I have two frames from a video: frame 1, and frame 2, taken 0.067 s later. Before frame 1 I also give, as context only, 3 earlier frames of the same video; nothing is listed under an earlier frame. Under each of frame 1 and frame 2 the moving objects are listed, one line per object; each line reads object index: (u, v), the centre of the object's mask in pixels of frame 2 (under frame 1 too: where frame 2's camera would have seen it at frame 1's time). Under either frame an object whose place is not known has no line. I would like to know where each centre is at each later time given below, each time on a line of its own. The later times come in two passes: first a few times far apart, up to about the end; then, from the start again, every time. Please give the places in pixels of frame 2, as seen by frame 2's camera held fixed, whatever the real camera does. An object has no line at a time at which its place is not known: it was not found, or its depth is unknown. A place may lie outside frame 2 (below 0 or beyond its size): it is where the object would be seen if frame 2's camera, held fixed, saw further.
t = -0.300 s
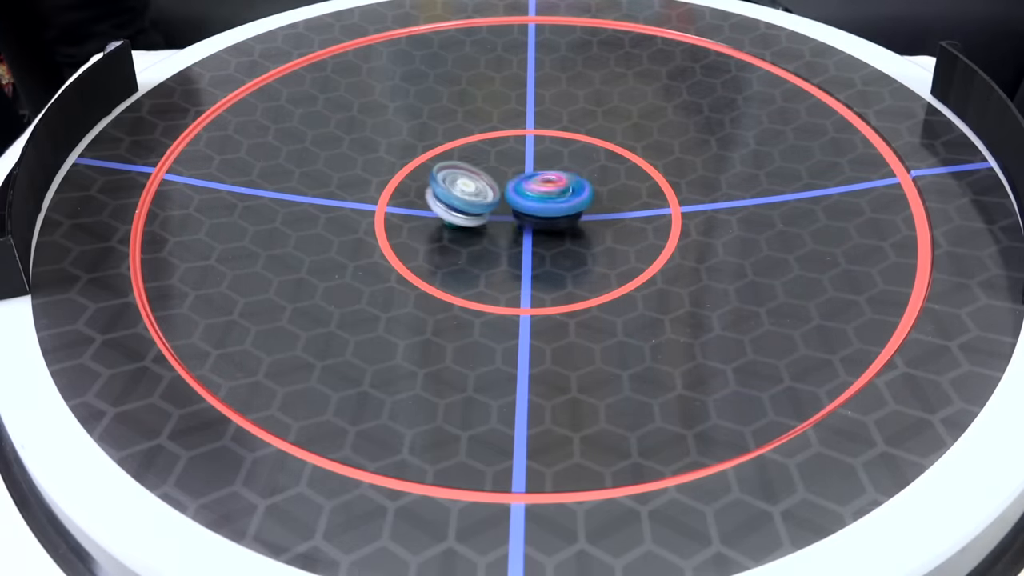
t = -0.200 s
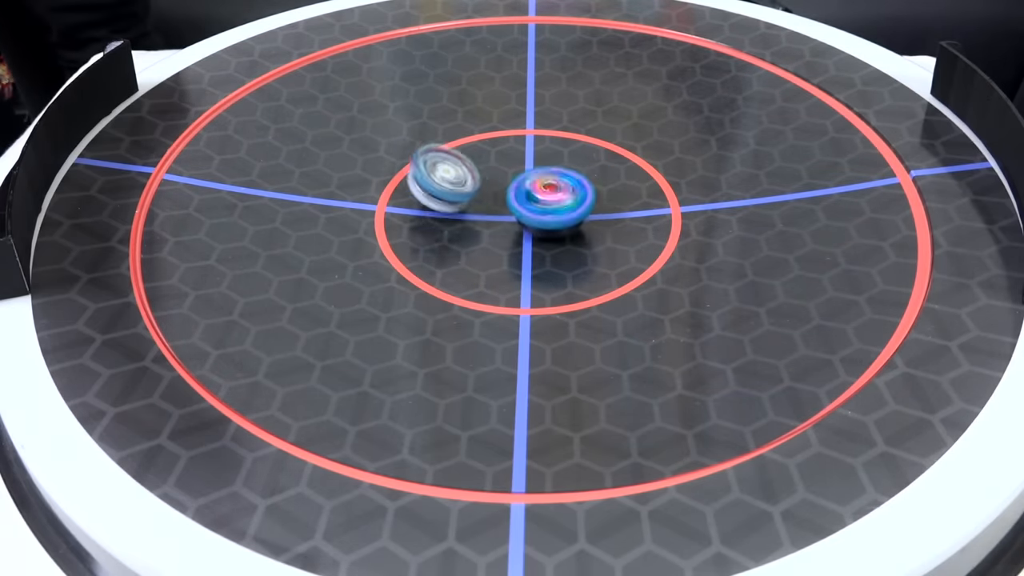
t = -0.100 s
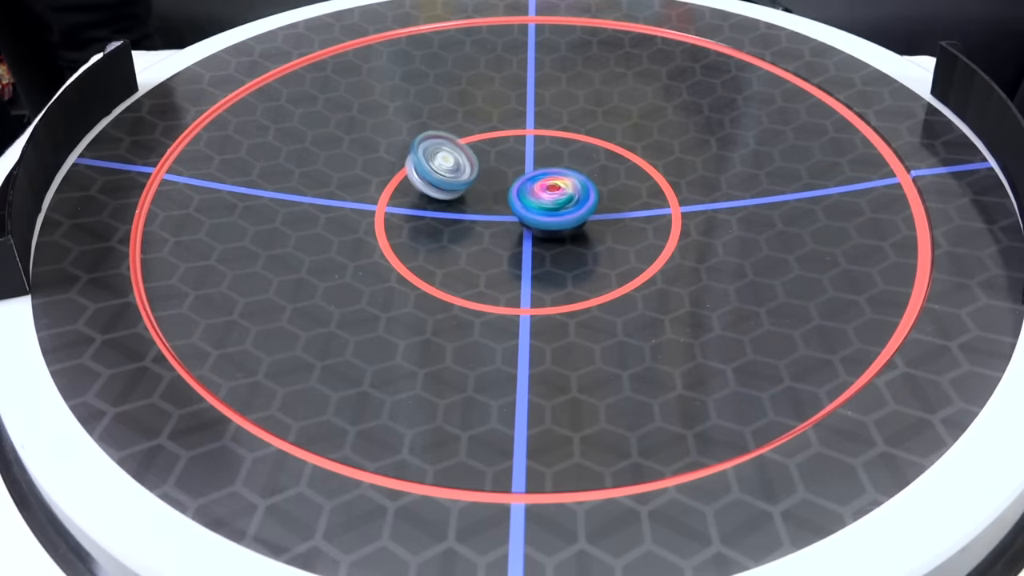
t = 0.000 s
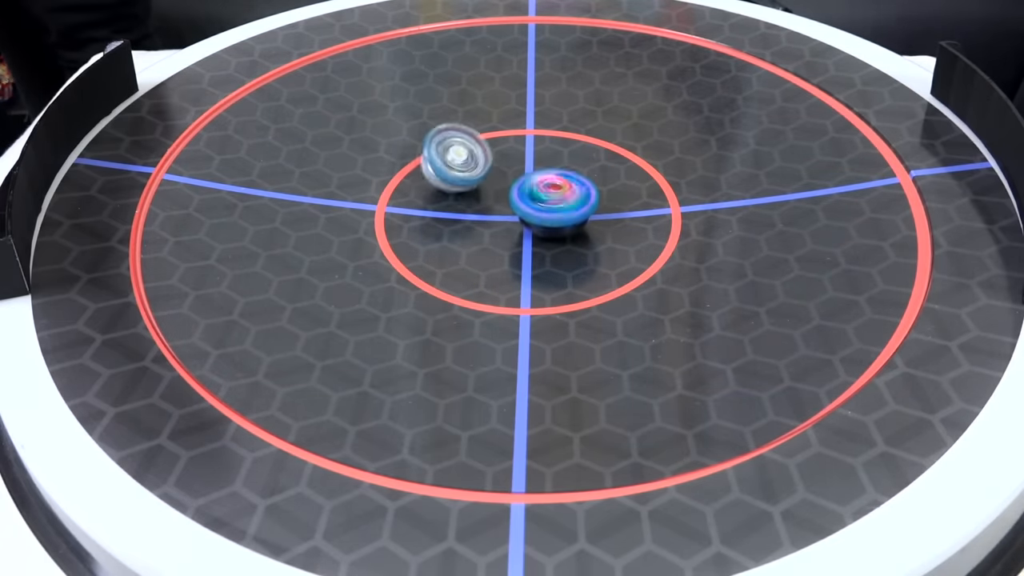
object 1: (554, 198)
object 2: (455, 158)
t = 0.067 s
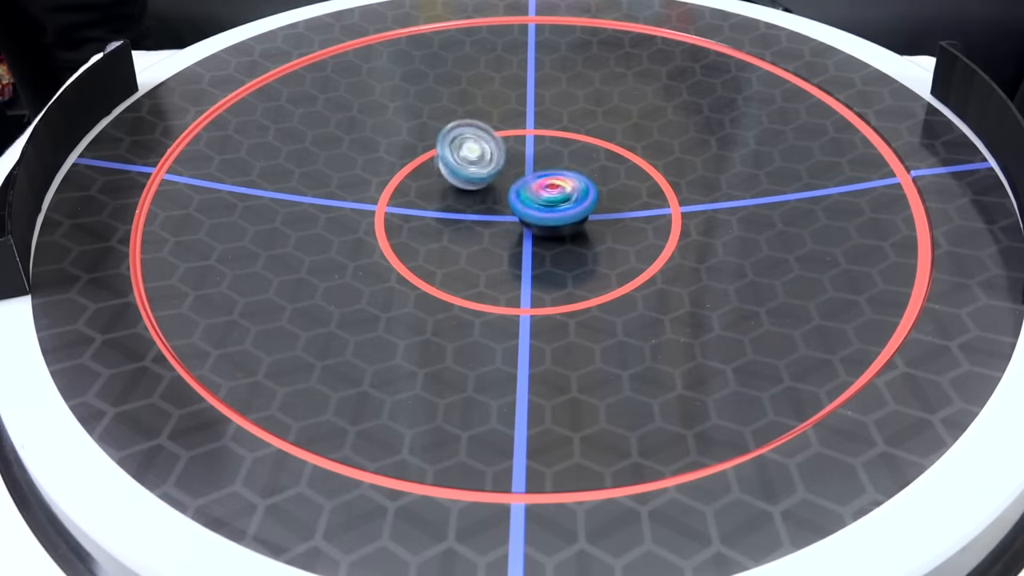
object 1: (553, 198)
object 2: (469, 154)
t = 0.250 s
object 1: (551, 197)
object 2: (522, 146)
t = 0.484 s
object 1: (539, 198)
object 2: (615, 150)
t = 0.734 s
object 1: (527, 193)
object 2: (673, 179)
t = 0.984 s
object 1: (529, 185)
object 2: (665, 220)
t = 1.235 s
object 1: (542, 183)
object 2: (576, 252)
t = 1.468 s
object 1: (549, 187)
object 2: (458, 230)
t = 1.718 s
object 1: (541, 191)
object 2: (407, 170)
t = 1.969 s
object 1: (530, 189)
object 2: (450, 122)
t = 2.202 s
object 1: (529, 183)
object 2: (544, 112)
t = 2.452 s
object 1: (535, 180)
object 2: (636, 143)
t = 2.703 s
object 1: (541, 184)
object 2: (665, 201)
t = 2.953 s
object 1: (537, 187)
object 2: (606, 258)
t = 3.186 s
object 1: (528, 188)
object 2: (505, 275)
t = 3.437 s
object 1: (525, 184)
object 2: (424, 241)
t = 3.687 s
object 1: (529, 182)
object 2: (427, 189)
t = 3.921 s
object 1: (534, 185)
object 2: (485, 154)
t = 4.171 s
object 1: (531, 192)
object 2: (557, 127)
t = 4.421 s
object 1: (518, 193)
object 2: (560, 116)
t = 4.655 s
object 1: (519, 189)
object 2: (548, 129)
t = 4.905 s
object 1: (527, 188)
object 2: (517, 128)
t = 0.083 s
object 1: (553, 198)
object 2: (473, 153)
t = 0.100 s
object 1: (553, 198)
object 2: (477, 153)
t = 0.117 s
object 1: (553, 198)
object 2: (482, 152)
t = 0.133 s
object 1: (553, 198)
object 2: (486, 151)
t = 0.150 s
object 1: (552, 198)
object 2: (491, 151)
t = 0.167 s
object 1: (552, 198)
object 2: (495, 150)
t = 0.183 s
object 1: (551, 197)
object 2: (501, 150)
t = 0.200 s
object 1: (551, 197)
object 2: (506, 148)
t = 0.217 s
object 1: (551, 197)
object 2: (511, 148)
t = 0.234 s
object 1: (551, 197)
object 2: (517, 147)
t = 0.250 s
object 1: (551, 197)
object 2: (522, 146)
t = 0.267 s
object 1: (550, 197)
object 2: (528, 145)
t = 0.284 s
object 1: (550, 196)
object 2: (534, 144)
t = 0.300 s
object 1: (550, 197)
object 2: (540, 145)
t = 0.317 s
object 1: (549, 196)
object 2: (546, 145)
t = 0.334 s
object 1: (549, 196)
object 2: (553, 144)
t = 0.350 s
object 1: (546, 197)
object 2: (559, 144)
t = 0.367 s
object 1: (544, 198)
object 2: (568, 145)
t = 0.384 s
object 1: (543, 198)
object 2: (575, 145)
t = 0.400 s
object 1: (542, 197)
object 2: (582, 147)
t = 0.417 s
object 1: (541, 196)
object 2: (589, 148)
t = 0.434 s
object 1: (542, 196)
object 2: (596, 148)
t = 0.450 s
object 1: (542, 197)
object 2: (602, 149)
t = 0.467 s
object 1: (541, 198)
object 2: (609, 150)
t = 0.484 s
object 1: (539, 198)
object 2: (615, 150)
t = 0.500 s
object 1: (536, 198)
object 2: (621, 152)
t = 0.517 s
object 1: (535, 198)
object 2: (626, 153)
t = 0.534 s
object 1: (534, 197)
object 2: (632, 154)
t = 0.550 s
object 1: (534, 197)
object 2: (637, 155)
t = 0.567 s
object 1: (534, 196)
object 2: (642, 157)
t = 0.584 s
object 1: (533, 196)
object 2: (646, 159)
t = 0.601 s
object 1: (533, 197)
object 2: (650, 161)
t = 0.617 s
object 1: (533, 197)
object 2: (654, 163)
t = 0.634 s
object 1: (532, 196)
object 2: (657, 165)
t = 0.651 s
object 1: (530, 196)
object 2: (661, 167)
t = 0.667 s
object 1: (529, 196)
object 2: (664, 170)
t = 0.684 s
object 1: (527, 194)
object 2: (667, 171)
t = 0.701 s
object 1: (527, 193)
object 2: (669, 174)
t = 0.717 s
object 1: (527, 193)
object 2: (671, 176)
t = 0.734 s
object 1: (527, 193)
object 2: (673, 179)
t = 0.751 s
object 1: (527, 192)
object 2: (675, 181)
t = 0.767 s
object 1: (526, 192)
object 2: (676, 184)
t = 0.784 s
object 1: (526, 192)
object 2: (677, 186)
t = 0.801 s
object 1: (526, 191)
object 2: (678, 189)
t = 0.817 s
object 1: (525, 191)
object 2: (678, 191)
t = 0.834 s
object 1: (526, 190)
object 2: (678, 194)
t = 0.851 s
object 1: (525, 189)
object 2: (678, 197)
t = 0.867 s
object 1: (526, 189)
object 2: (678, 200)
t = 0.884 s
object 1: (527, 188)
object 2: (677, 203)
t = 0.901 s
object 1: (527, 187)
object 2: (676, 205)
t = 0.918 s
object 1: (527, 187)
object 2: (674, 209)
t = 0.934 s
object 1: (528, 187)
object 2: (673, 211)
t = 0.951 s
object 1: (528, 186)
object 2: (670, 214)
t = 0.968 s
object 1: (528, 186)
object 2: (668, 217)
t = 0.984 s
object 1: (529, 185)
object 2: (665, 220)
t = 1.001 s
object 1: (530, 185)
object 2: (661, 223)
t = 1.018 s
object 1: (531, 184)
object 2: (657, 226)
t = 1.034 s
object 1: (531, 184)
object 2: (654, 229)
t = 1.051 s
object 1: (532, 184)
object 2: (650, 232)
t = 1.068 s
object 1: (533, 184)
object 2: (645, 235)
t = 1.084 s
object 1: (534, 183)
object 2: (640, 237)
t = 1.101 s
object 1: (535, 183)
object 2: (634, 240)
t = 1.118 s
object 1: (535, 183)
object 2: (628, 242)
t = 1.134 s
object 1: (536, 183)
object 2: (621, 244)
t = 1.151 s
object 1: (537, 183)
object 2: (615, 247)
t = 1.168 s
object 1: (538, 182)
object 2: (608, 247)
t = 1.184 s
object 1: (540, 183)
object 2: (600, 249)
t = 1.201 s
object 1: (541, 183)
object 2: (593, 250)
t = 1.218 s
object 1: (541, 183)
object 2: (584, 251)
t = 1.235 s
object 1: (542, 183)
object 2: (576, 252)
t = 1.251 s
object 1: (542, 183)
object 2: (569, 253)
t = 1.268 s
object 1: (543, 183)
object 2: (559, 253)
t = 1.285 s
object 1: (544, 183)
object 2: (551, 253)
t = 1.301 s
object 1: (544, 184)
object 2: (542, 251)
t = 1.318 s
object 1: (545, 184)
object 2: (534, 251)
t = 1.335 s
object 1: (546, 184)
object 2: (525, 250)
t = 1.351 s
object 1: (546, 184)
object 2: (516, 248)
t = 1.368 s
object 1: (547, 185)
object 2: (508, 247)
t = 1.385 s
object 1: (548, 185)
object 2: (498, 246)
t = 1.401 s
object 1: (547, 186)
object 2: (489, 244)
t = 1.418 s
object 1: (548, 186)
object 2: (481, 240)
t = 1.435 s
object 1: (548, 186)
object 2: (474, 237)
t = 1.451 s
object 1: (548, 186)
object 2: (467, 234)
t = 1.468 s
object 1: (549, 187)
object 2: (458, 230)
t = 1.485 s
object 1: (548, 187)
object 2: (451, 227)
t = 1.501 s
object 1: (548, 188)
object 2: (445, 224)
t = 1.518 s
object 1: (548, 188)
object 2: (439, 220)
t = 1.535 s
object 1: (548, 188)
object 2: (434, 216)
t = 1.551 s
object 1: (548, 188)
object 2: (429, 212)
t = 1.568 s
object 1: (547, 189)
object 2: (424, 208)
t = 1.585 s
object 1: (546, 189)
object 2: (421, 205)
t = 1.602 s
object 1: (546, 190)
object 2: (417, 199)
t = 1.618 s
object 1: (545, 190)
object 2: (415, 195)
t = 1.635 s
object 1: (545, 190)
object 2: (412, 191)
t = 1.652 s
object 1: (545, 190)
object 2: (409, 187)
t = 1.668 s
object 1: (544, 191)
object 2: (408, 182)
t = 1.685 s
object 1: (542, 191)
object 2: (407, 178)
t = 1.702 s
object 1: (542, 191)
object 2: (406, 173)
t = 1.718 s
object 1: (541, 191)
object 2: (407, 170)
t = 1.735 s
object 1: (541, 191)
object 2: (407, 166)
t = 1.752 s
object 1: (540, 191)
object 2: (407, 161)
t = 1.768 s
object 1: (539, 191)
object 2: (408, 158)
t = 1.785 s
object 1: (538, 191)
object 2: (410, 154)
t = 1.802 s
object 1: (537, 191)
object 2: (411, 150)
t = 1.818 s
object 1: (536, 191)
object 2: (414, 147)
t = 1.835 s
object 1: (536, 191)
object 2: (417, 144)
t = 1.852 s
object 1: (535, 191)
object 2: (419, 141)
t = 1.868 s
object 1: (534, 191)
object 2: (423, 137)
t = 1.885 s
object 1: (533, 191)
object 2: (427, 135)
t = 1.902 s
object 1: (532, 190)
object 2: (431, 132)
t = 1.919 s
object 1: (532, 190)
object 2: (435, 129)
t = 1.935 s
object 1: (531, 190)
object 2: (441, 127)
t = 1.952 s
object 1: (531, 189)
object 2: (445, 125)
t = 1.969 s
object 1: (530, 189)
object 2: (450, 122)
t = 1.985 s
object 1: (530, 189)
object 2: (456, 120)
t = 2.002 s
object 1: (529, 188)
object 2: (462, 118)
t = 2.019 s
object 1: (529, 188)
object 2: (467, 116)
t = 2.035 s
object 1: (528, 188)
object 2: (474, 115)
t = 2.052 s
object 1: (528, 187)
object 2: (481, 114)
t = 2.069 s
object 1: (528, 187)
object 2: (487, 113)
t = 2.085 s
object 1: (528, 186)
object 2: (494, 112)
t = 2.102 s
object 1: (528, 186)
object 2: (501, 112)
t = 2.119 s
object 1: (528, 186)
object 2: (507, 111)
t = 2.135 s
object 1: (527, 185)
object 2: (514, 110)
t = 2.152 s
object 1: (527, 185)
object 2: (522, 110)
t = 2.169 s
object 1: (528, 184)
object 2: (530, 111)
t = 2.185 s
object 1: (528, 184)
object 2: (536, 112)
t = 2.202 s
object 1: (529, 183)
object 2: (544, 112)
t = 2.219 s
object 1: (528, 183)
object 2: (551, 113)
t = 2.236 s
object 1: (529, 183)
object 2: (558, 114)
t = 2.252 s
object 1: (529, 183)
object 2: (565, 115)
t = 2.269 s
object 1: (529, 182)
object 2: (571, 116)
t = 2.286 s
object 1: (530, 182)
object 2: (579, 118)
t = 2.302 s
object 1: (530, 182)
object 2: (584, 120)
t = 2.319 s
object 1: (531, 182)
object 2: (591, 122)
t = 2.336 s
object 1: (531, 181)
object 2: (598, 124)
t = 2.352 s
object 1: (532, 181)
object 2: (604, 126)
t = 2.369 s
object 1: (532, 181)
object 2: (609, 129)
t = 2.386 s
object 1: (533, 181)
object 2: (615, 131)
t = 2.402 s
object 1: (534, 181)
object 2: (622, 133)
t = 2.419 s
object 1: (534, 181)
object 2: (626, 136)
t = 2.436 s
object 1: (534, 181)
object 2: (631, 139)
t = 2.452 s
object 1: (535, 180)
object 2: (636, 143)
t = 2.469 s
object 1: (536, 181)
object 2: (641, 146)
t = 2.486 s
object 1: (537, 181)
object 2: (645, 149)
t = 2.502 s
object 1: (537, 181)
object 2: (648, 153)
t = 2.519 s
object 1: (537, 181)
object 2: (652, 156)
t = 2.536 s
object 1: (538, 181)
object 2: (655, 160)
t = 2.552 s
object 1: (538, 181)
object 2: (658, 164)
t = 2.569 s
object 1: (539, 181)
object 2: (660, 168)
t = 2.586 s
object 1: (539, 182)
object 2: (662, 172)
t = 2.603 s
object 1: (539, 182)
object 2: (664, 176)
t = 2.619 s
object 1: (540, 182)
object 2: (665, 180)
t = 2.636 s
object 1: (540, 182)
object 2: (665, 185)
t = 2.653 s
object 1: (540, 182)
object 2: (666, 188)
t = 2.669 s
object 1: (541, 183)
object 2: (666, 193)
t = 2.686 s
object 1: (541, 183)
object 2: (666, 197)
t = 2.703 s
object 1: (541, 184)
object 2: (665, 201)
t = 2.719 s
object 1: (541, 184)
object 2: (663, 206)
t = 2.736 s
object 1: (541, 184)
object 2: (662, 210)
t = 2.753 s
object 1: (541, 184)
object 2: (660, 215)
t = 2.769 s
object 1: (541, 184)
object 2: (657, 219)
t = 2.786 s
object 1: (541, 185)
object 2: (653, 223)
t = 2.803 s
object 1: (540, 185)
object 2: (650, 227)
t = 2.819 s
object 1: (540, 186)
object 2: (647, 231)
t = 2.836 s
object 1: (540, 186)
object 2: (643, 235)
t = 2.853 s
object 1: (540, 186)
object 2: (639, 240)
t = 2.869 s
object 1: (540, 186)
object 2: (634, 243)
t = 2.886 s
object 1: (538, 187)
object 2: (630, 246)
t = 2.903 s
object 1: (538, 187)
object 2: (625, 249)
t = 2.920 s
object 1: (538, 187)
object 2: (618, 253)
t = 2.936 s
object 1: (537, 187)
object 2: (611, 256)
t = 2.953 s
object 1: (537, 187)
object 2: (606, 258)
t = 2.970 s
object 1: (536, 188)
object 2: (600, 261)
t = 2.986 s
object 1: (535, 188)
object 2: (592, 264)
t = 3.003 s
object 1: (535, 188)
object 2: (586, 266)
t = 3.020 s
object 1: (534, 188)
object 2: (579, 269)
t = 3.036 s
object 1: (533, 188)
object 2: (572, 271)
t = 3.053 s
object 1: (533, 188)
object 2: (566, 272)
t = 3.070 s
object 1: (532, 188)
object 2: (558, 273)
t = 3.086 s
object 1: (532, 188)
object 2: (548, 274)
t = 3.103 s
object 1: (531, 188)
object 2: (542, 275)
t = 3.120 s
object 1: (530, 188)
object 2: (535, 276)
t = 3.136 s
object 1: (530, 188)
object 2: (527, 276)
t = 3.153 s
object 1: (529, 188)
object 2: (519, 276)
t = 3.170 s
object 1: (529, 188)
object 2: (512, 276)
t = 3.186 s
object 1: (528, 188)
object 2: (505, 275)
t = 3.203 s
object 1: (527, 188)
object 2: (497, 275)
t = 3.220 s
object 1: (527, 187)
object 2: (489, 274)
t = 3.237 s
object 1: (527, 187)
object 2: (483, 272)
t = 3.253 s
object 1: (527, 187)
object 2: (476, 270)
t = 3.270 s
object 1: (526, 187)
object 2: (470, 268)
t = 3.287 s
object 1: (526, 187)
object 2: (465, 267)
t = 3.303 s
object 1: (525, 186)
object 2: (458, 264)
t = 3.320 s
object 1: (525, 186)
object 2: (453, 262)
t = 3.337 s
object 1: (525, 186)
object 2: (448, 260)
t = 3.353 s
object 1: (525, 186)
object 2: (442, 257)
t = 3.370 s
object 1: (524, 185)
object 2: (438, 254)
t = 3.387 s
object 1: (524, 185)
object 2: (434, 251)
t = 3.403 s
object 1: (524, 185)
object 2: (429, 248)
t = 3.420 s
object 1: (524, 184)
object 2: (427, 245)
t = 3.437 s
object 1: (525, 184)
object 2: (424, 241)
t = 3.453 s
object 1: (525, 184)
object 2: (421, 238)
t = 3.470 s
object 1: (525, 184)
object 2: (419, 234)
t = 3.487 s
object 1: (525, 183)
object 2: (417, 230)
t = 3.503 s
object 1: (525, 183)
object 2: (416, 227)
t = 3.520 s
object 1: (525, 183)
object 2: (415, 224)
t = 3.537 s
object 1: (526, 183)
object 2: (416, 220)
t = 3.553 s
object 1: (526, 183)
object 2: (415, 217)
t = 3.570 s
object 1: (526, 182)
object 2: (415, 213)
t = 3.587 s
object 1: (527, 182)
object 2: (416, 209)
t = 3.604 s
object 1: (527, 182)
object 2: (417, 206)
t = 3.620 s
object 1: (527, 182)
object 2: (419, 203)
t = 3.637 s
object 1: (528, 182)
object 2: (420, 199)
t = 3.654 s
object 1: (528, 182)
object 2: (422, 196)
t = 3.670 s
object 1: (529, 182)
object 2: (423, 192)
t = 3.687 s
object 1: (529, 182)
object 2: (427, 189)
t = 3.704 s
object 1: (529, 182)
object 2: (430, 186)
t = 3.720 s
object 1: (530, 182)
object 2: (434, 184)
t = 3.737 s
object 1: (531, 182)
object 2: (437, 181)
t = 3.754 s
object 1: (531, 182)
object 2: (441, 179)
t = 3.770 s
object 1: (531, 182)
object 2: (446, 177)
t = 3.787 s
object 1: (531, 182)
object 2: (450, 174)
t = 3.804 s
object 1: (532, 182)
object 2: (454, 173)
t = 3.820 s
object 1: (533, 182)
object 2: (458, 171)
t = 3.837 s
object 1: (534, 183)
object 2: (462, 169)
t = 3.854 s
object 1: (534, 184)
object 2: (466, 165)
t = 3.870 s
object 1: (534, 185)
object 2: (471, 162)
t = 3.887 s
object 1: (534, 185)
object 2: (476, 159)
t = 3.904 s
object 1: (534, 185)
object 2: (480, 157)
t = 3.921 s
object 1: (534, 185)
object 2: (485, 154)
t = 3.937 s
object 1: (534, 185)
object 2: (490, 150)
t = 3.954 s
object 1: (534, 186)
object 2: (497, 147)
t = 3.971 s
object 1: (534, 187)
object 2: (502, 144)
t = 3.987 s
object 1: (535, 188)
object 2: (508, 142)
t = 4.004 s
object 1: (534, 189)
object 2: (516, 139)
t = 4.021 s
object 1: (532, 191)
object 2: (521, 139)
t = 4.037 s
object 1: (531, 191)
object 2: (527, 138)
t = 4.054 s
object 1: (530, 191)
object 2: (533, 138)
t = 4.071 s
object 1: (530, 190)
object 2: (538, 137)
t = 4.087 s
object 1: (531, 190)
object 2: (542, 136)
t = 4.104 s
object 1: (531, 190)
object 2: (546, 134)
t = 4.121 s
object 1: (532, 190)
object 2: (550, 132)
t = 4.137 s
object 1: (532, 191)
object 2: (553, 131)
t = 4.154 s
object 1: (531, 191)
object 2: (555, 129)
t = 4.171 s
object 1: (531, 192)
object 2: (557, 127)
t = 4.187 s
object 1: (530, 192)
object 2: (560, 126)
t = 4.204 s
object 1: (528, 193)
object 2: (561, 124)
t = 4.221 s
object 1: (527, 194)
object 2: (561, 123)
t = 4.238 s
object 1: (525, 194)
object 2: (562, 122)
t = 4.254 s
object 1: (523, 194)
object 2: (562, 120)
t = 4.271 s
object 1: (521, 193)
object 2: (561, 119)
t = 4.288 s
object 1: (521, 193)
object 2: (561, 118)
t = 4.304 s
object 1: (520, 193)
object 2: (561, 117)
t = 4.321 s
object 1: (520, 193)
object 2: (560, 117)
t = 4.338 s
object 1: (520, 193)
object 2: (560, 116)
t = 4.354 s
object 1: (520, 193)
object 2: (560, 116)
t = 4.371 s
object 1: (519, 193)
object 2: (560, 116)
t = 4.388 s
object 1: (520, 193)
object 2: (560, 116)
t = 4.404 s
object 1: (519, 193)
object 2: (560, 116)
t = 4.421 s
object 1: (518, 193)
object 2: (560, 116)
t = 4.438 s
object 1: (517, 193)
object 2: (560, 116)
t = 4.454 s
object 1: (516, 192)
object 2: (560, 117)
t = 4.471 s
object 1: (514, 190)
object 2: (560, 117)
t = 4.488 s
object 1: (515, 189)
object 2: (561, 118)
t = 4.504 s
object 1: (516, 188)
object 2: (561, 119)
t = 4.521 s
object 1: (516, 187)
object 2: (561, 121)
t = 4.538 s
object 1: (518, 187)
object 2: (561, 123)
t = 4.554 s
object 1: (519, 187)
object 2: (560, 124)
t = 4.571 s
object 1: (519, 188)
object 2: (559, 125)
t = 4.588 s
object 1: (520, 188)
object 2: (558, 126)
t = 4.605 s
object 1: (520, 189)
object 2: (556, 127)
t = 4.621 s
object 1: (520, 189)
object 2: (553, 128)
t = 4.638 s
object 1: (519, 189)
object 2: (551, 129)
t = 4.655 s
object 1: (519, 189)
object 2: (548, 129)
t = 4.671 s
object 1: (518, 188)
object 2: (544, 129)
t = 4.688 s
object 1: (518, 186)
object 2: (540, 129)
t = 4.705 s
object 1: (521, 185)
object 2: (536, 129)
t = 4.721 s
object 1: (523, 185)
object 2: (533, 129)
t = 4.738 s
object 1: (525, 185)
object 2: (529, 130)
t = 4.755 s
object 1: (528, 186)
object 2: (526, 129)
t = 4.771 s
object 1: (529, 187)
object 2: (524, 129)
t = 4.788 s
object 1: (529, 188)
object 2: (522, 129)
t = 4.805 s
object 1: (529, 189)
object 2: (520, 129)
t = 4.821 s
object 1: (528, 190)
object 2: (518, 129)
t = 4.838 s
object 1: (527, 190)
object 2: (517, 129)
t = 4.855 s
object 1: (526, 190)
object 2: (517, 129)
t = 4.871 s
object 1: (526, 190)
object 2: (517, 128)
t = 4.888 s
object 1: (526, 189)
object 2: (517, 128)
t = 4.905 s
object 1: (527, 188)
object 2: (517, 128)
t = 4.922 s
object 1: (529, 187)
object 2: (517, 128)
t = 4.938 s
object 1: (531, 187)
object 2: (517, 129)
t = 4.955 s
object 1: (532, 188)
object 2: (517, 130)
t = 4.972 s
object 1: (533, 190)
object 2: (518, 131)
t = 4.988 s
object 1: (532, 191)
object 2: (519, 131)
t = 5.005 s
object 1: (530, 192)
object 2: (520, 132)
